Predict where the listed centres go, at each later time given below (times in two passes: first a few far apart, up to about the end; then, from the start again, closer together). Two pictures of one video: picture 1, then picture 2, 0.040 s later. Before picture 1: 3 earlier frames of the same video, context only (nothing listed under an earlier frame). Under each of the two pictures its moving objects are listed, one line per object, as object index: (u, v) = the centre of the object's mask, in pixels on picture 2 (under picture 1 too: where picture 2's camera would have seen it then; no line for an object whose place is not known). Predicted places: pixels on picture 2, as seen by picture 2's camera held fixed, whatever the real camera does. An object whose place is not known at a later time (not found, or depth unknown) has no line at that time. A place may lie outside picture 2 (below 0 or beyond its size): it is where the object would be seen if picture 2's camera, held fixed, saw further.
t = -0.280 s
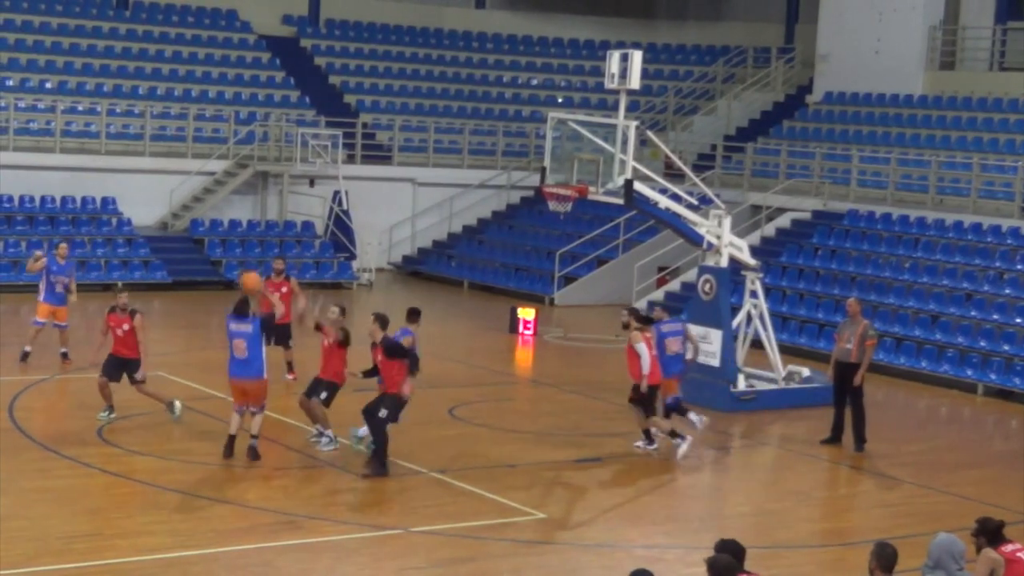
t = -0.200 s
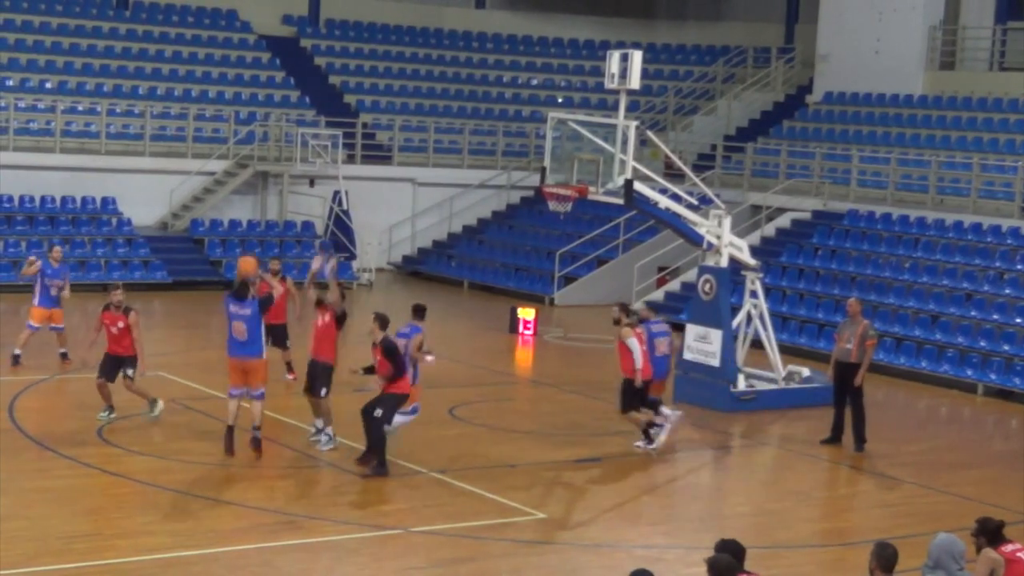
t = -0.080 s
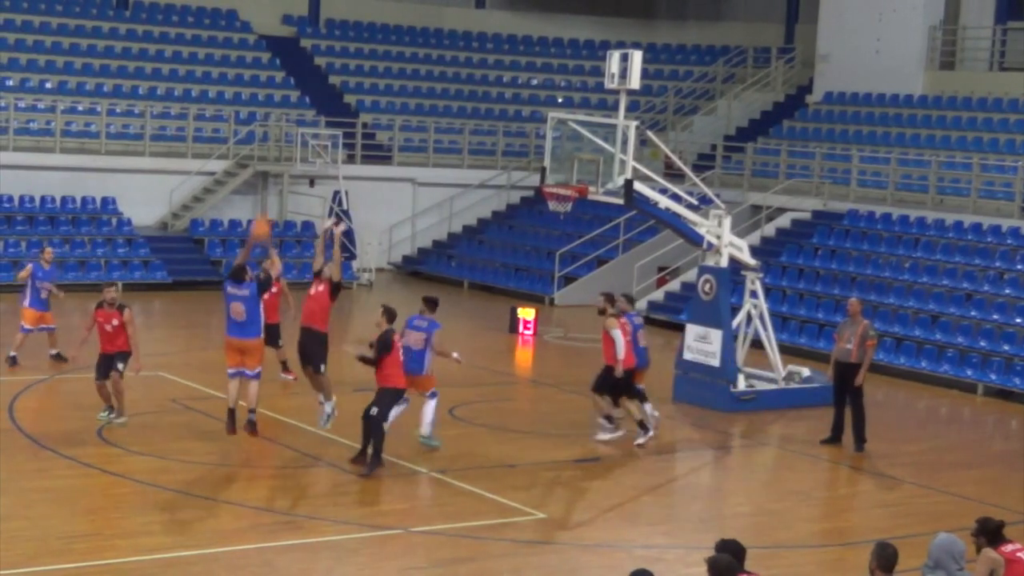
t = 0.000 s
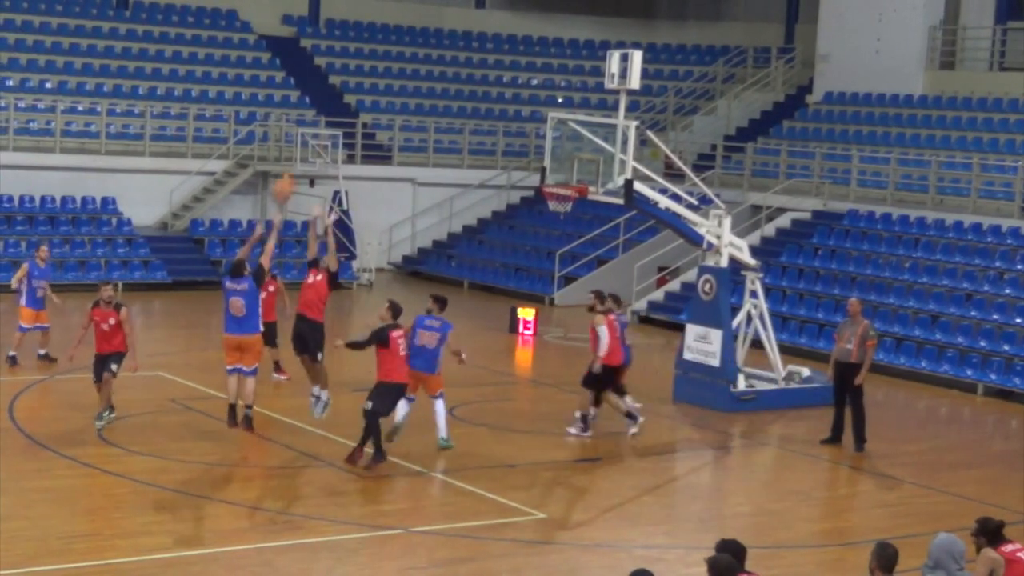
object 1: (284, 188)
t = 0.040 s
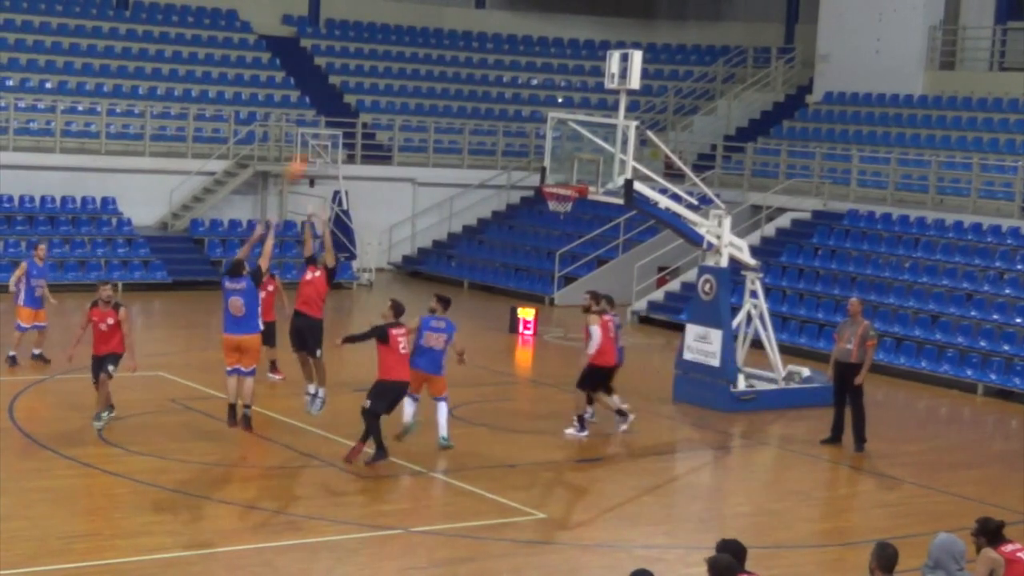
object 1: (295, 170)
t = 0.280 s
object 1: (368, 88)
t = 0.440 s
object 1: (411, 63)
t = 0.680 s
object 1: (469, 67)
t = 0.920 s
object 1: (519, 114)
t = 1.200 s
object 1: (568, 203)
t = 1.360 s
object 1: (569, 207)
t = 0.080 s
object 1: (308, 152)
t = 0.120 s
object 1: (320, 136)
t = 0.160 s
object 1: (332, 122)
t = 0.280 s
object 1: (368, 88)
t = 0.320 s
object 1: (380, 79)
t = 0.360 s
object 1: (390, 72)
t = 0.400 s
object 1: (400, 67)
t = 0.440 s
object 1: (411, 63)
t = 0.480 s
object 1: (422, 60)
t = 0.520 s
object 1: (432, 59)
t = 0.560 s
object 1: (441, 60)
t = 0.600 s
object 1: (451, 61)
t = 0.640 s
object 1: (460, 62)
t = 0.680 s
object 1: (469, 67)
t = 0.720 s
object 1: (477, 73)
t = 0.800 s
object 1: (495, 87)
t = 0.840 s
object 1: (503, 94)
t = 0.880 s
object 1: (511, 104)
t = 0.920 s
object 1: (519, 114)
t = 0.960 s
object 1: (527, 128)
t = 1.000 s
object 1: (535, 141)
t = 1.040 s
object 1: (541, 154)
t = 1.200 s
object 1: (568, 203)
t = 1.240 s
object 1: (571, 200)
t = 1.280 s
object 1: (571, 202)
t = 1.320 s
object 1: (571, 205)
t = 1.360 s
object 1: (569, 207)
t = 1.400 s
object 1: (567, 211)
